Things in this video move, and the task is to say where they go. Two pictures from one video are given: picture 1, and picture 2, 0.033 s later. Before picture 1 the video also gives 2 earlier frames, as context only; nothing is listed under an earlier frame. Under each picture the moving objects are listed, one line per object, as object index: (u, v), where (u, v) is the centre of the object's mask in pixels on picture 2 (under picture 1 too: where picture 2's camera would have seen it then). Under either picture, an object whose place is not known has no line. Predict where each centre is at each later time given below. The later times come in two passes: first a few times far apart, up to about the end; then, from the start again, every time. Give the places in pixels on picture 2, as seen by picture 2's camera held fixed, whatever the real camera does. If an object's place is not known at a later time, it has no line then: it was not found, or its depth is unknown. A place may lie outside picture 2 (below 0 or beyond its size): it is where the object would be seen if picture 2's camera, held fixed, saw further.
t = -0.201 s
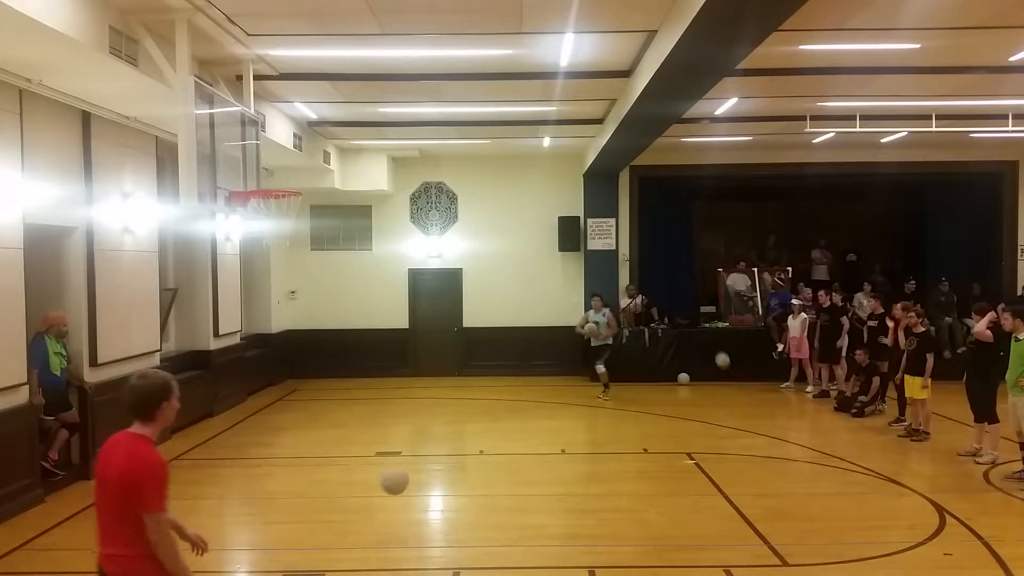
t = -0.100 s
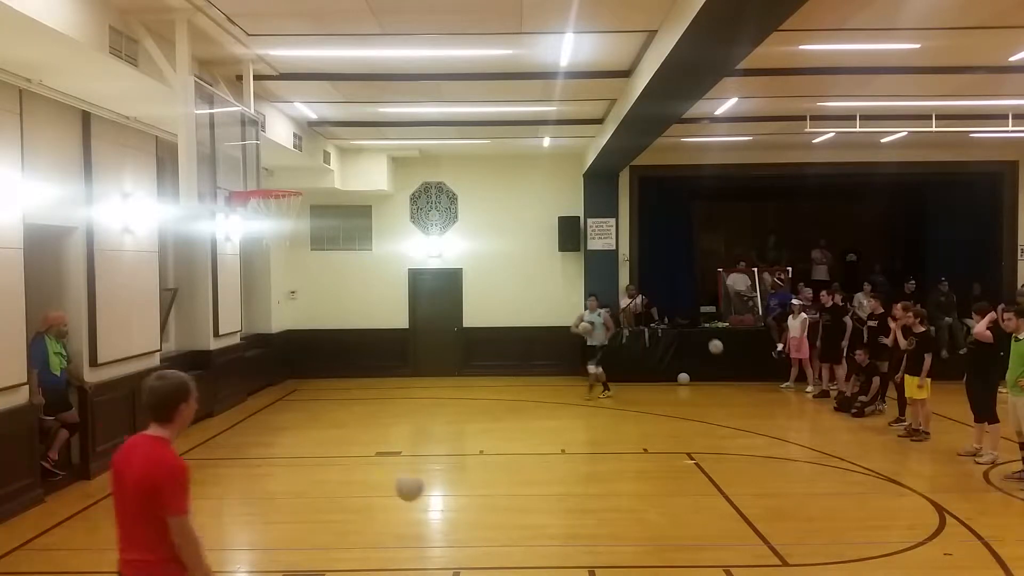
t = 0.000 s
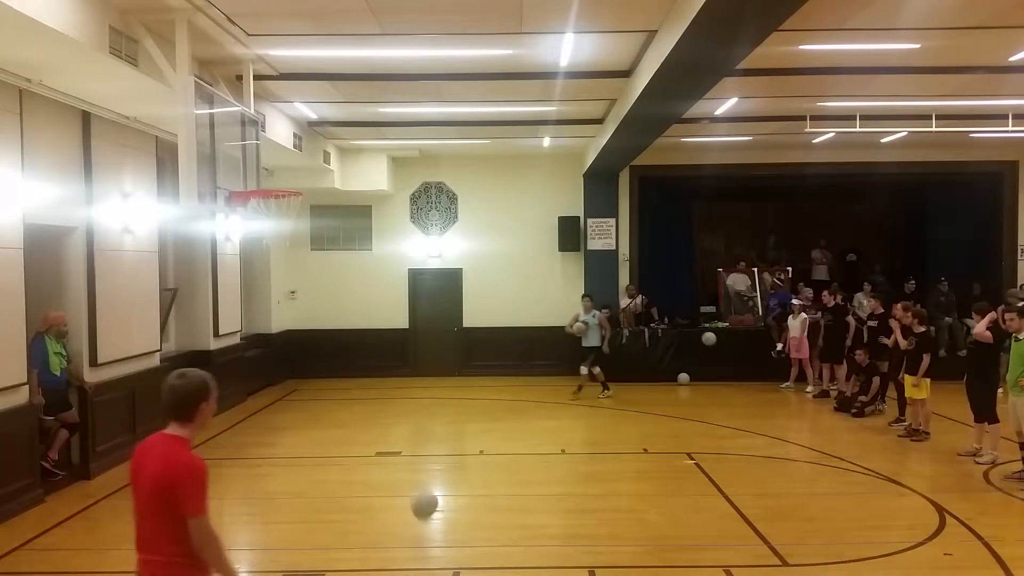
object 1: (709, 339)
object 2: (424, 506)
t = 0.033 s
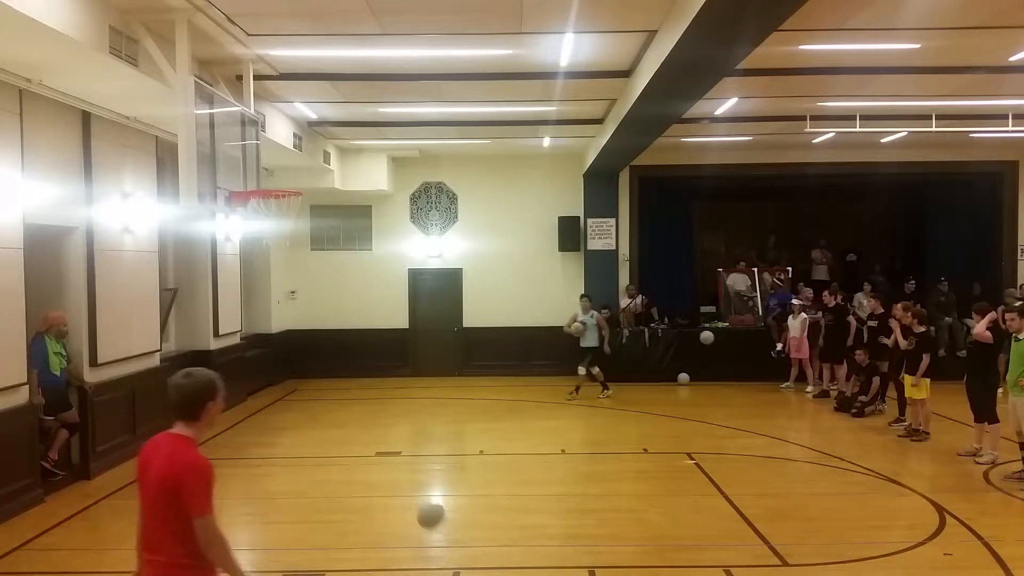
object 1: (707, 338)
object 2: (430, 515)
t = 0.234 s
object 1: (694, 343)
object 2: (465, 527)
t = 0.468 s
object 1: (680, 378)
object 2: (507, 537)
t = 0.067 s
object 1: (705, 337)
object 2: (437, 526)
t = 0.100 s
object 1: (702, 337)
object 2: (442, 538)
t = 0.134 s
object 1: (700, 338)
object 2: (448, 543)
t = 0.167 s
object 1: (698, 339)
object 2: (453, 536)
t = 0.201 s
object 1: (696, 341)
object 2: (459, 531)
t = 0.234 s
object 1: (694, 343)
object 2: (465, 527)
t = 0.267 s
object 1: (692, 346)
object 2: (470, 525)
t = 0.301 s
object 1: (690, 350)
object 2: (476, 524)
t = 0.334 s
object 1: (688, 354)
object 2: (482, 523)
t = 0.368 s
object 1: (686, 359)
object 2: (488, 525)
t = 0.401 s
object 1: (684, 365)
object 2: (494, 527)
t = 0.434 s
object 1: (682, 370)
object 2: (500, 531)
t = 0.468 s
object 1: (680, 378)
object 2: (507, 537)
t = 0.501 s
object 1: (678, 386)
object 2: (513, 545)
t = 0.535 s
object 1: (675, 386)
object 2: (520, 557)
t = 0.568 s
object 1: (673, 378)
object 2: (527, 564)
